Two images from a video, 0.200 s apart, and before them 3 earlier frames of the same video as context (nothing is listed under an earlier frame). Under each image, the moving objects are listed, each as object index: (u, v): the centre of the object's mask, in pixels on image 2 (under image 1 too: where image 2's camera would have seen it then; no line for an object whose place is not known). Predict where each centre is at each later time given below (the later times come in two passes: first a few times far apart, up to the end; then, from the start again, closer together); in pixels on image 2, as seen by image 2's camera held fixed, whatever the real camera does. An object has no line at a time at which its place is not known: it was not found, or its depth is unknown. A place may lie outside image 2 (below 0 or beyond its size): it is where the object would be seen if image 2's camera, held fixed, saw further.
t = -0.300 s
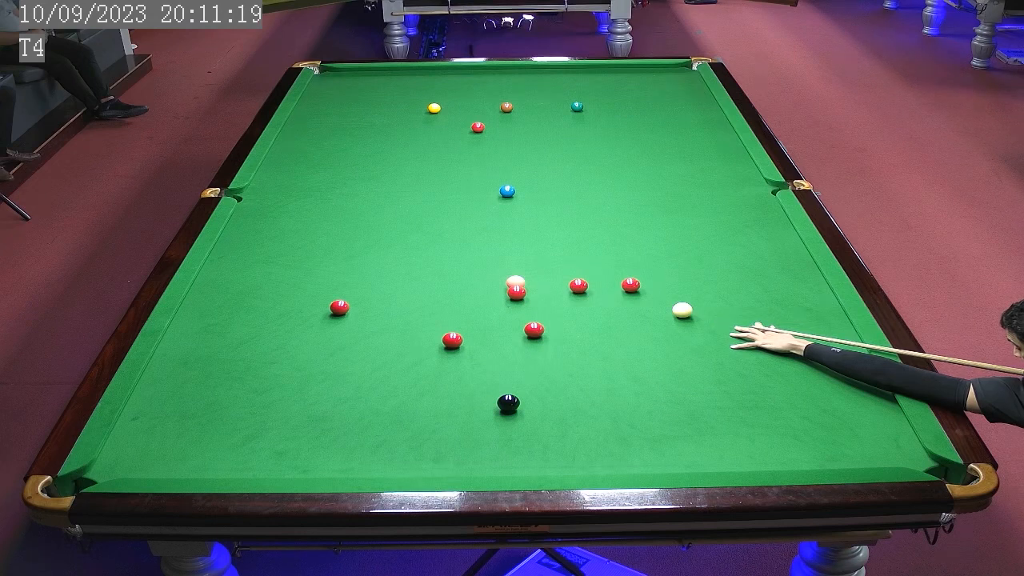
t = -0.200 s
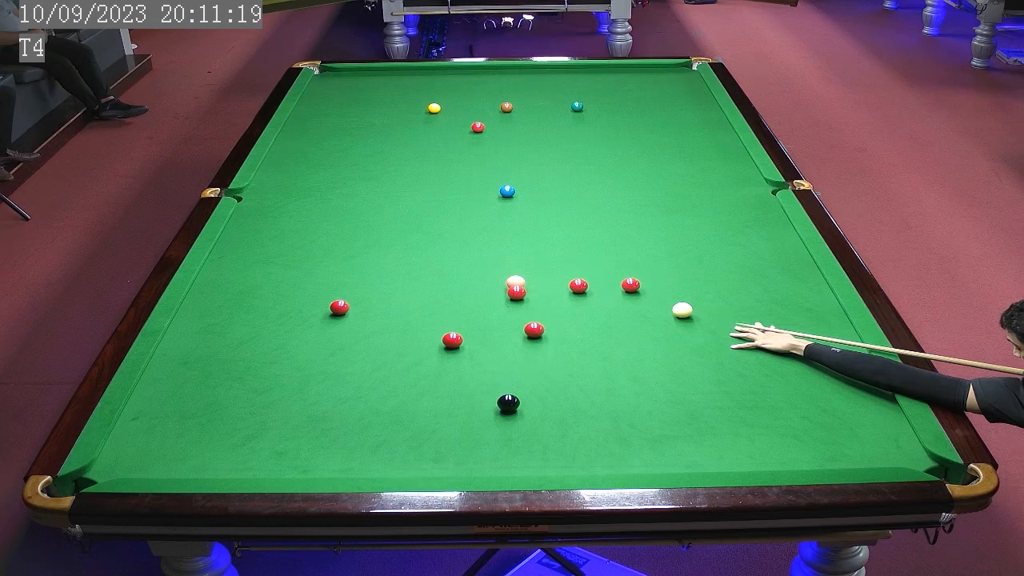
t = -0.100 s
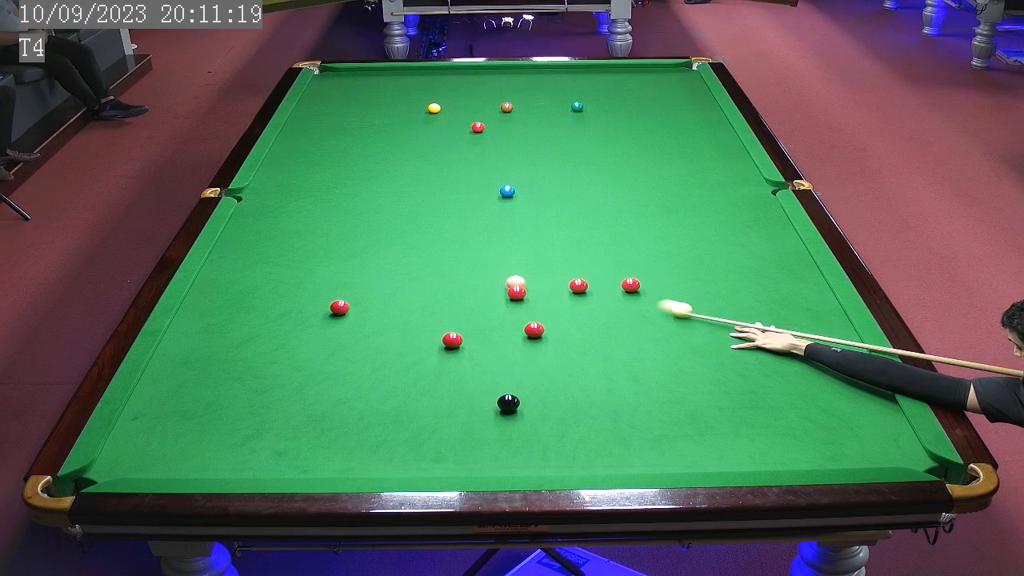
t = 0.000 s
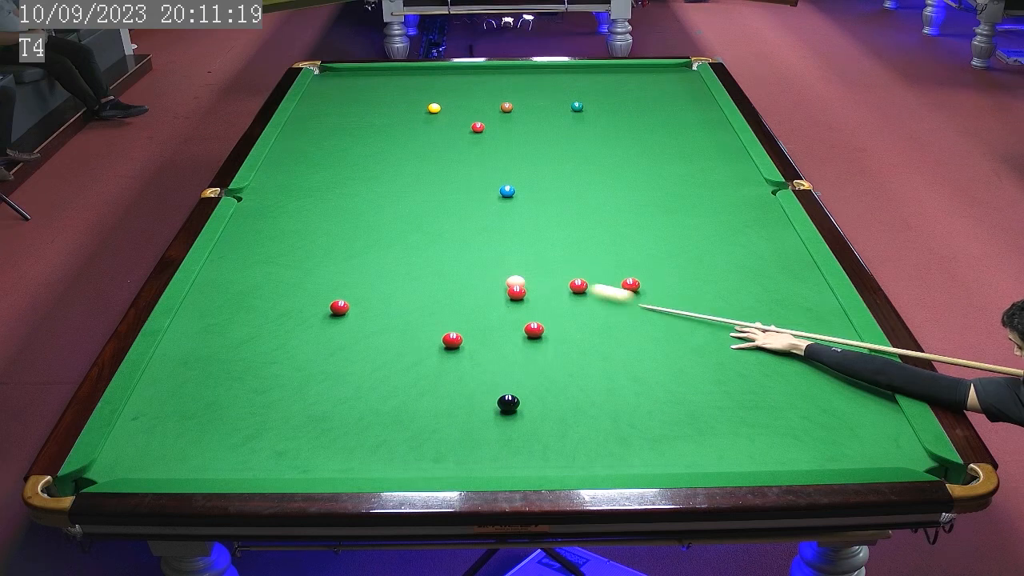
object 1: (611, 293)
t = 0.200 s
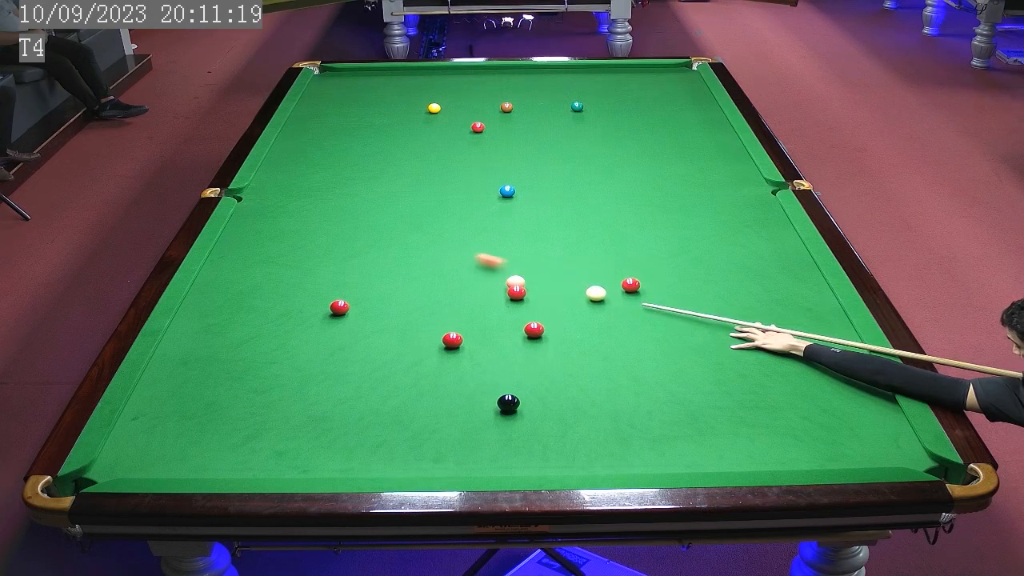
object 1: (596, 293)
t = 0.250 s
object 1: (598, 294)
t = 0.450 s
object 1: (607, 300)
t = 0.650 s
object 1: (616, 304)
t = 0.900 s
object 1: (626, 310)
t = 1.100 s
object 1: (633, 314)
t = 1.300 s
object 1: (640, 317)
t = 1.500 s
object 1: (645, 320)
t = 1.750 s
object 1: (651, 324)
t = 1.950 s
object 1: (655, 327)
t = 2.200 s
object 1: (659, 329)
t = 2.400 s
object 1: (662, 331)
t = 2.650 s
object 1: (663, 333)
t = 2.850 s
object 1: (664, 333)
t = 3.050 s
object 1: (664, 334)
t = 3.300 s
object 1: (664, 334)
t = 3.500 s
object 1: (664, 334)
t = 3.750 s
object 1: (664, 334)
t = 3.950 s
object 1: (664, 334)
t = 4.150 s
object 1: (664, 333)
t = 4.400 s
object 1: (664, 334)
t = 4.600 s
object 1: (664, 334)
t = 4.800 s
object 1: (664, 334)
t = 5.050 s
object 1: (664, 334)
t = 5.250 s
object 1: (664, 334)
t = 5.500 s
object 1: (664, 334)
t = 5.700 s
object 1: (664, 334)
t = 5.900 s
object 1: (664, 334)
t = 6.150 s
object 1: (664, 334)
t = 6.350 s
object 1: (664, 334)
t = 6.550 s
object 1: (664, 334)
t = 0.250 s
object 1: (598, 294)
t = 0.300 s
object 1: (600, 296)
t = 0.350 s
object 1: (603, 297)
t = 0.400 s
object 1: (605, 298)
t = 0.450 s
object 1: (607, 300)
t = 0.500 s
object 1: (610, 301)
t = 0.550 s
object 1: (612, 302)
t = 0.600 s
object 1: (614, 303)
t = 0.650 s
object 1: (616, 304)
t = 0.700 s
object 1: (618, 305)
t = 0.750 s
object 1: (620, 306)
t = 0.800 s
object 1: (622, 307)
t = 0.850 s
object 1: (624, 309)
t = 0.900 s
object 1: (626, 310)
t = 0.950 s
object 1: (628, 311)
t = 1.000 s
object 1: (629, 312)
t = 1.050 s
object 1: (631, 313)
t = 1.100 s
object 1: (633, 314)
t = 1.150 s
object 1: (635, 314)
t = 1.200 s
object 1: (636, 315)
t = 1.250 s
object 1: (638, 316)
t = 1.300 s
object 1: (640, 317)
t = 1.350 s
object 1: (641, 318)
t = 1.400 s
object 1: (642, 319)
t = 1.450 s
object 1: (644, 319)
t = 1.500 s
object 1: (645, 320)
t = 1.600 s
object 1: (648, 322)
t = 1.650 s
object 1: (649, 323)
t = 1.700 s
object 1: (650, 324)
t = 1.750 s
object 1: (651, 324)
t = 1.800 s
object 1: (652, 325)
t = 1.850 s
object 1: (653, 326)
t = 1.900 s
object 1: (654, 326)
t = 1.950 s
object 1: (655, 327)
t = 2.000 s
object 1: (656, 328)
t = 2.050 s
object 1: (657, 328)
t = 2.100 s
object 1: (658, 328)
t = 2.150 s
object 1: (659, 329)
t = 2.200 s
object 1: (659, 329)
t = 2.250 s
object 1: (660, 330)
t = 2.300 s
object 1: (660, 330)
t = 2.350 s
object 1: (661, 330)
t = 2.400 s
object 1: (662, 331)
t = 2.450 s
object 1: (662, 331)
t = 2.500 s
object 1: (662, 332)
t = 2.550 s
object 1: (663, 332)
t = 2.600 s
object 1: (663, 333)
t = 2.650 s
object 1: (663, 333)
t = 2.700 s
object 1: (663, 333)
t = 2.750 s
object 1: (664, 333)
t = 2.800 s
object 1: (664, 333)
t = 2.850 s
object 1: (664, 333)
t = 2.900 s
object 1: (664, 334)
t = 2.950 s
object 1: (664, 334)
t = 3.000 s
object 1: (664, 334)
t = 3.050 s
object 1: (664, 334)
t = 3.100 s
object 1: (664, 334)
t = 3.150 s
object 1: (664, 334)
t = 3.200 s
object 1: (664, 334)
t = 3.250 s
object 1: (664, 334)
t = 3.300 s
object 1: (664, 334)
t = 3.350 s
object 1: (664, 334)
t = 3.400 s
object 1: (664, 334)
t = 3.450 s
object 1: (664, 333)
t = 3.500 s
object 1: (664, 334)
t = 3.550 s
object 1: (664, 334)
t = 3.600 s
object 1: (664, 334)
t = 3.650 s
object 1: (664, 334)
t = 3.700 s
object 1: (664, 334)
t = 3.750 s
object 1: (664, 334)
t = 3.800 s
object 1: (664, 334)
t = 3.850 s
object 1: (664, 334)
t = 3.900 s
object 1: (664, 334)
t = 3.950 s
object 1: (664, 334)
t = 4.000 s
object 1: (664, 334)
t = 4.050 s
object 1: (664, 334)
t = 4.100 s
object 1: (664, 334)
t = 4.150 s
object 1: (664, 333)
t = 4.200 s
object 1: (664, 334)
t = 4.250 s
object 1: (664, 334)
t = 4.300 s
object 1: (664, 334)
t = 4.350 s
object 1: (664, 334)
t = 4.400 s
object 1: (664, 334)
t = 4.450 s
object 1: (664, 334)
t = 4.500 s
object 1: (664, 334)
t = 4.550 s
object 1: (664, 334)
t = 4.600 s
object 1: (664, 334)
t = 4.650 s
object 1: (664, 334)
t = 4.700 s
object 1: (664, 334)
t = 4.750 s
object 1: (664, 334)
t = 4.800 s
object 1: (664, 334)
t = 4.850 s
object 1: (664, 334)
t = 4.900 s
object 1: (664, 334)
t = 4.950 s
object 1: (664, 334)
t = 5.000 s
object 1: (664, 334)
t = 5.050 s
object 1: (664, 334)
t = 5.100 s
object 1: (664, 334)
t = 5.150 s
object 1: (664, 334)
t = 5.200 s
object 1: (664, 334)
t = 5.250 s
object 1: (664, 334)
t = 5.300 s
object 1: (664, 334)
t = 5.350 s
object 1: (664, 334)
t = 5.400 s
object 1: (664, 333)
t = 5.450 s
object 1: (664, 334)
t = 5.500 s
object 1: (664, 334)
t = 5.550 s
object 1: (664, 334)
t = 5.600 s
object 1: (664, 334)
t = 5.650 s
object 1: (664, 334)
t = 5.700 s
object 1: (664, 334)
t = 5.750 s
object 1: (664, 334)
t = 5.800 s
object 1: (664, 334)
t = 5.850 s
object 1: (664, 334)
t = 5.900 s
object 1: (664, 334)
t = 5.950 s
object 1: (664, 334)
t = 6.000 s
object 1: (664, 334)
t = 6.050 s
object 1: (664, 334)
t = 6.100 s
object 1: (664, 334)
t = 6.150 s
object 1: (664, 334)
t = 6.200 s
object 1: (664, 334)
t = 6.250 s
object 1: (664, 334)
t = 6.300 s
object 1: (664, 334)
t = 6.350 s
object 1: (664, 334)
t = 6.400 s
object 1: (664, 334)
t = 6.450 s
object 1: (664, 334)
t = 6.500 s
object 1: (664, 334)
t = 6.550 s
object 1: (664, 334)
